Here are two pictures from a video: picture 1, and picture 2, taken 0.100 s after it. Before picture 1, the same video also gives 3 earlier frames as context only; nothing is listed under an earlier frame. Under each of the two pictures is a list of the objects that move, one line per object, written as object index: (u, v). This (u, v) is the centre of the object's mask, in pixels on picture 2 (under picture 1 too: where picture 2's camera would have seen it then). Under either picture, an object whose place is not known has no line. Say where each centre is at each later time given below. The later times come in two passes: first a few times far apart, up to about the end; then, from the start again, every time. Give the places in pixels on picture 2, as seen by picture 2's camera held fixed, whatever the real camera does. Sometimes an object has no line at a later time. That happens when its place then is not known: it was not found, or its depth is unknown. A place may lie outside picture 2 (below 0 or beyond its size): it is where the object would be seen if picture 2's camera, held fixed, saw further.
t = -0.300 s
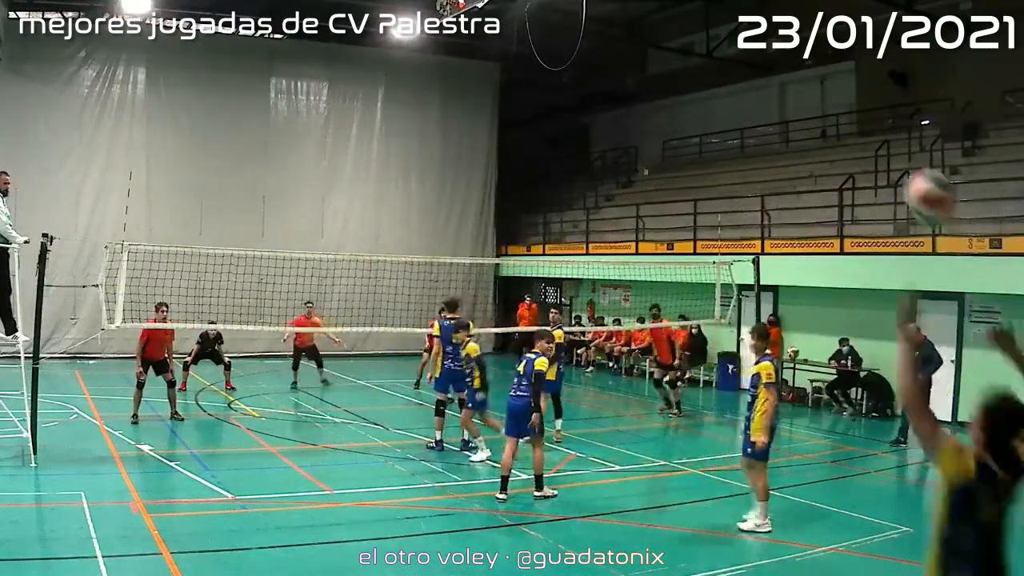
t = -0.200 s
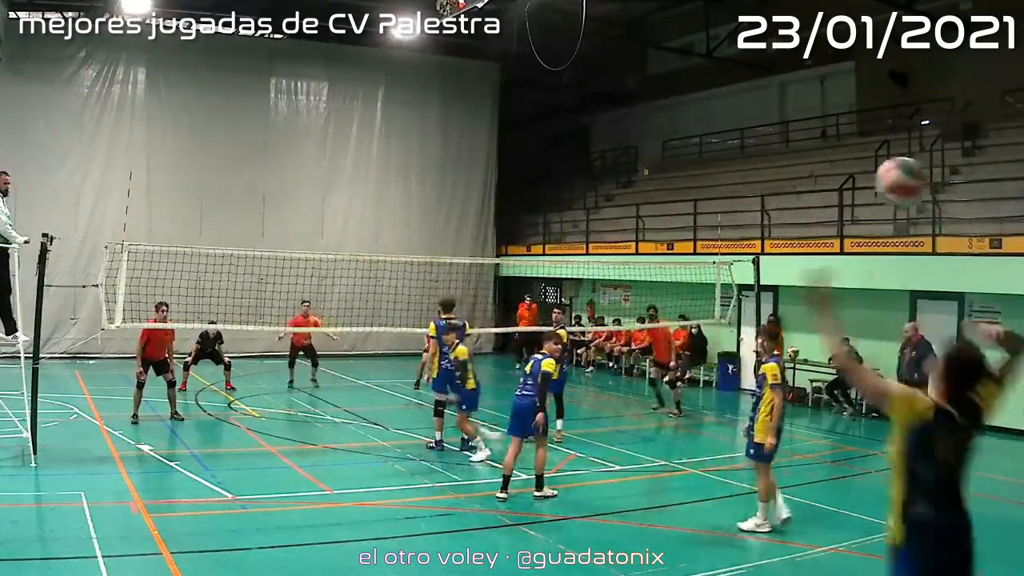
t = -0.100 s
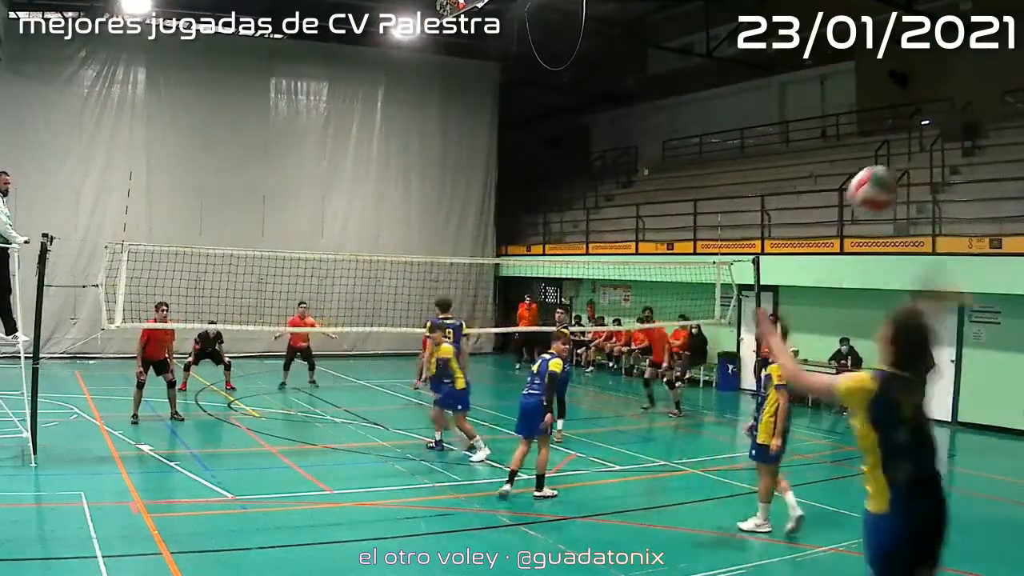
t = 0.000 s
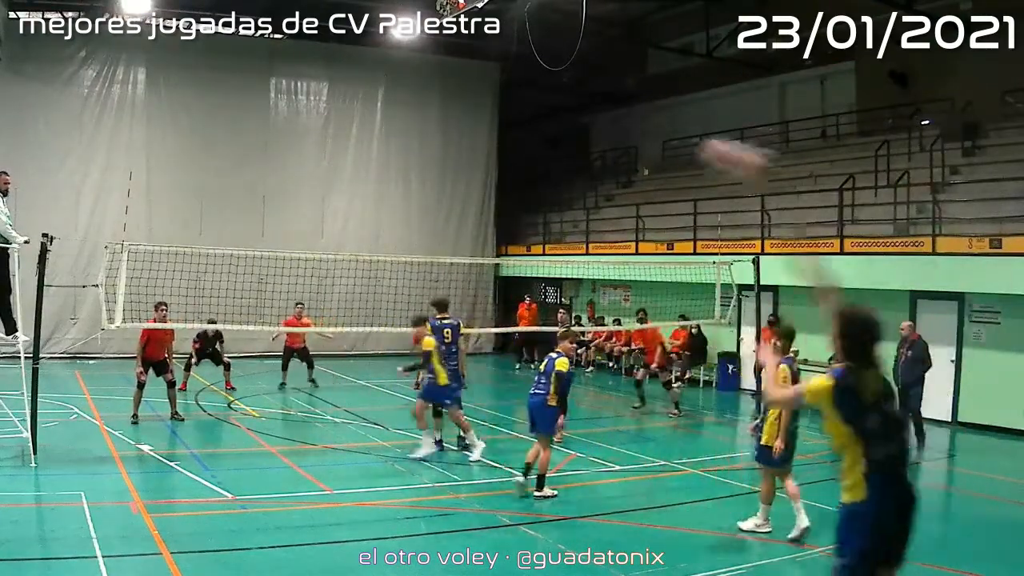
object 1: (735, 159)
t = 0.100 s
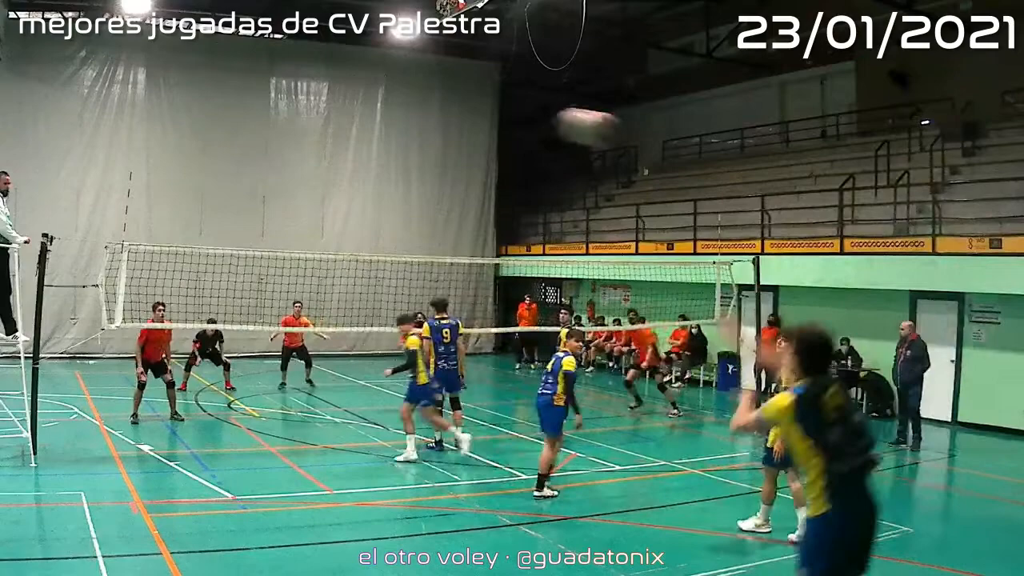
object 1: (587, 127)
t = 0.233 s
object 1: (460, 110)
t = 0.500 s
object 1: (327, 140)
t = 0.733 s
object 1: (262, 198)
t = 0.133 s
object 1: (548, 121)
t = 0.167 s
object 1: (517, 117)
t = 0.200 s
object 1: (486, 114)
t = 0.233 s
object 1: (460, 110)
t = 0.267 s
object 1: (437, 109)
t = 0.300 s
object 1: (416, 112)
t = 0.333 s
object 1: (398, 114)
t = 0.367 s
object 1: (382, 119)
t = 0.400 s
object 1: (367, 123)
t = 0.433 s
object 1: (353, 128)
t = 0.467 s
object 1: (341, 133)
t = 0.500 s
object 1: (327, 140)
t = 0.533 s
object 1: (317, 147)
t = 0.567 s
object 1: (307, 155)
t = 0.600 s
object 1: (295, 165)
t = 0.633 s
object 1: (287, 173)
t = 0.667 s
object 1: (278, 181)
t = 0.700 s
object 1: (269, 190)
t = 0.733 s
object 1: (262, 198)
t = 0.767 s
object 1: (254, 207)
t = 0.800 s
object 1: (246, 217)
